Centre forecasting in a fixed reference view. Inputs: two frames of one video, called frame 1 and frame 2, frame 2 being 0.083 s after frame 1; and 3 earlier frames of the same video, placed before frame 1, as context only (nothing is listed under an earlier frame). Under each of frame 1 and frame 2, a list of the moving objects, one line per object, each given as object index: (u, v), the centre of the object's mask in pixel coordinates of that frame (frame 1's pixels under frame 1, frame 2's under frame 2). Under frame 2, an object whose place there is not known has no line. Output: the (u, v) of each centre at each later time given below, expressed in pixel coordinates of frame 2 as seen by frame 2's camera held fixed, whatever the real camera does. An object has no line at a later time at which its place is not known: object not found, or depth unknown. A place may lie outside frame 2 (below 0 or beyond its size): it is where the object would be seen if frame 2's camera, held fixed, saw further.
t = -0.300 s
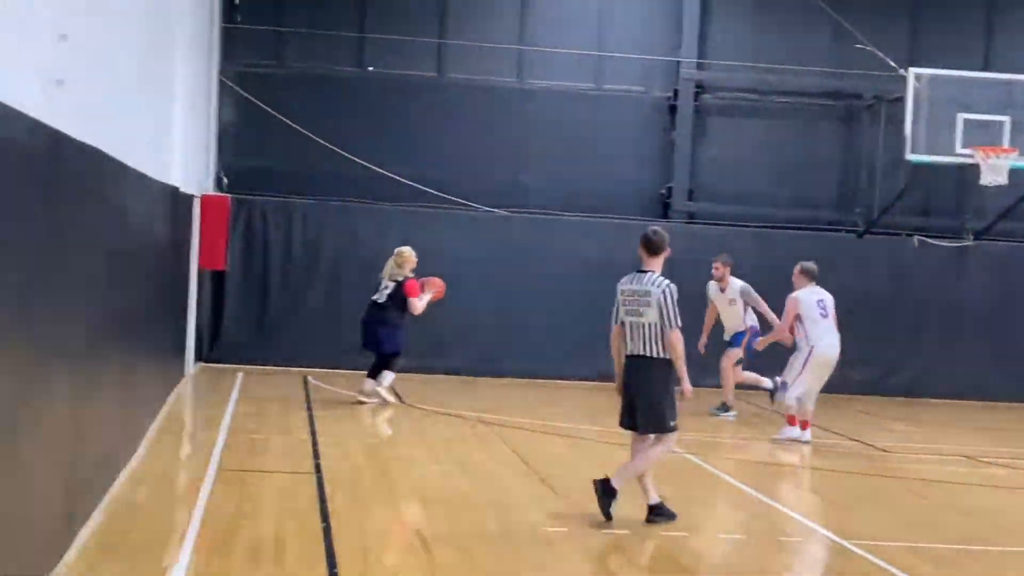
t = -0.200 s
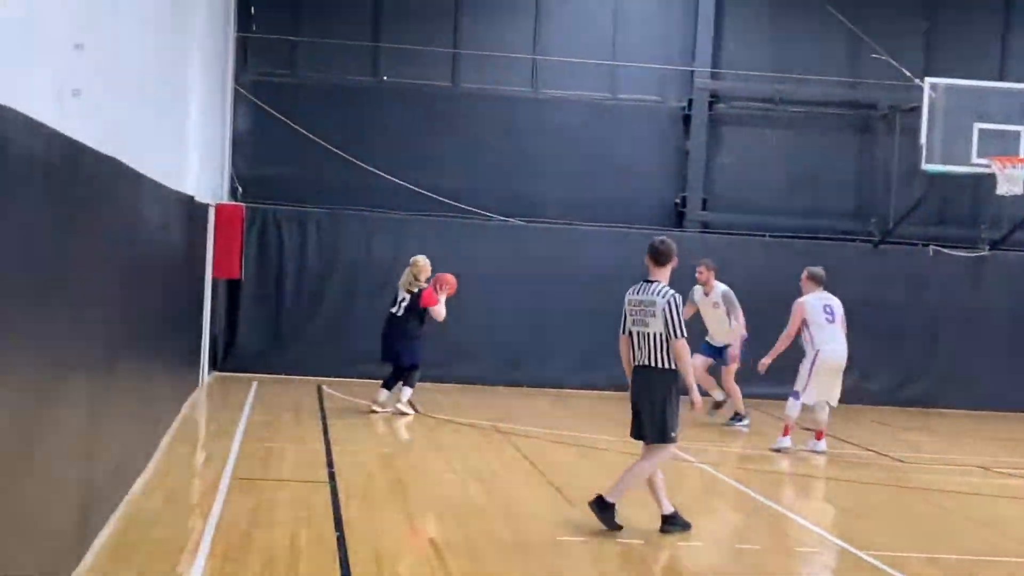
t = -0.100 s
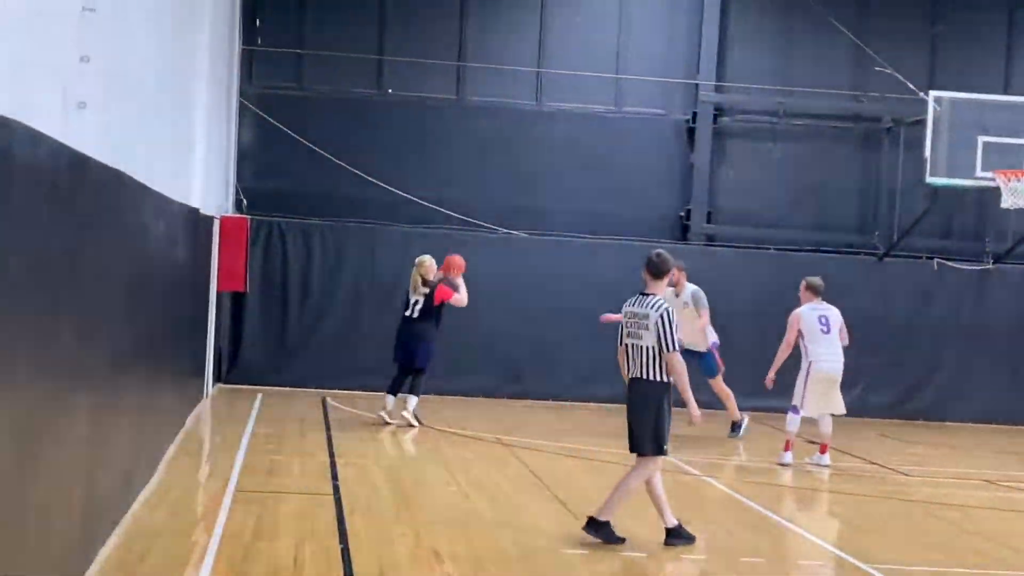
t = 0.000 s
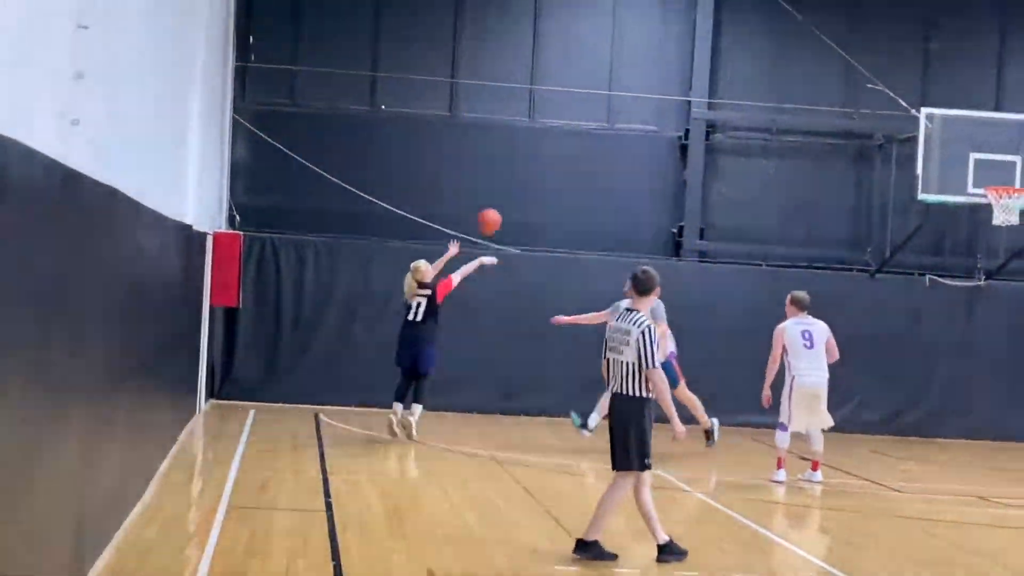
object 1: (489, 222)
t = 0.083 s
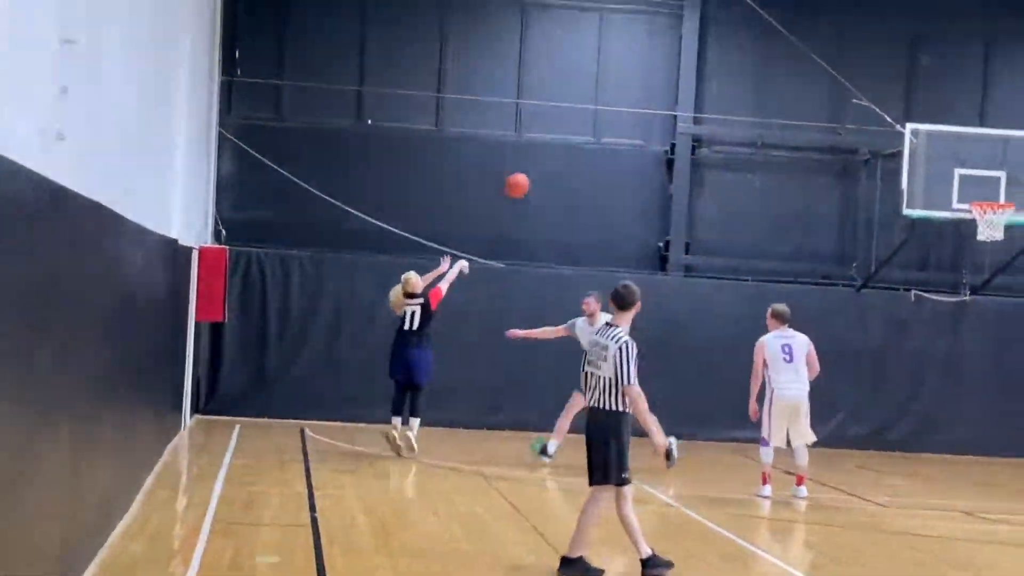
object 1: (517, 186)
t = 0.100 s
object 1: (527, 175)
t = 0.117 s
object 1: (534, 167)
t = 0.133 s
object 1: (543, 158)
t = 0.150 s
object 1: (552, 149)
